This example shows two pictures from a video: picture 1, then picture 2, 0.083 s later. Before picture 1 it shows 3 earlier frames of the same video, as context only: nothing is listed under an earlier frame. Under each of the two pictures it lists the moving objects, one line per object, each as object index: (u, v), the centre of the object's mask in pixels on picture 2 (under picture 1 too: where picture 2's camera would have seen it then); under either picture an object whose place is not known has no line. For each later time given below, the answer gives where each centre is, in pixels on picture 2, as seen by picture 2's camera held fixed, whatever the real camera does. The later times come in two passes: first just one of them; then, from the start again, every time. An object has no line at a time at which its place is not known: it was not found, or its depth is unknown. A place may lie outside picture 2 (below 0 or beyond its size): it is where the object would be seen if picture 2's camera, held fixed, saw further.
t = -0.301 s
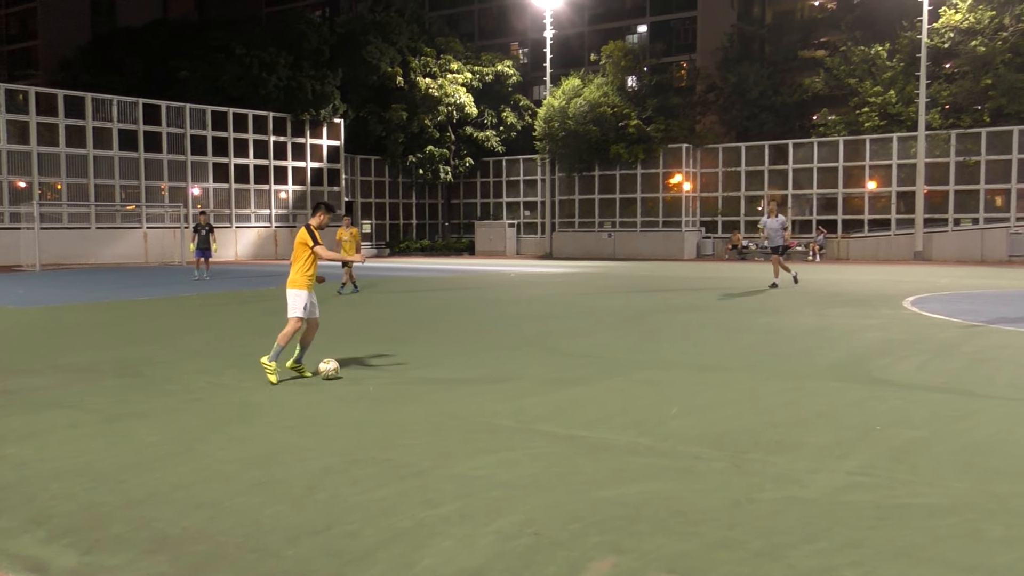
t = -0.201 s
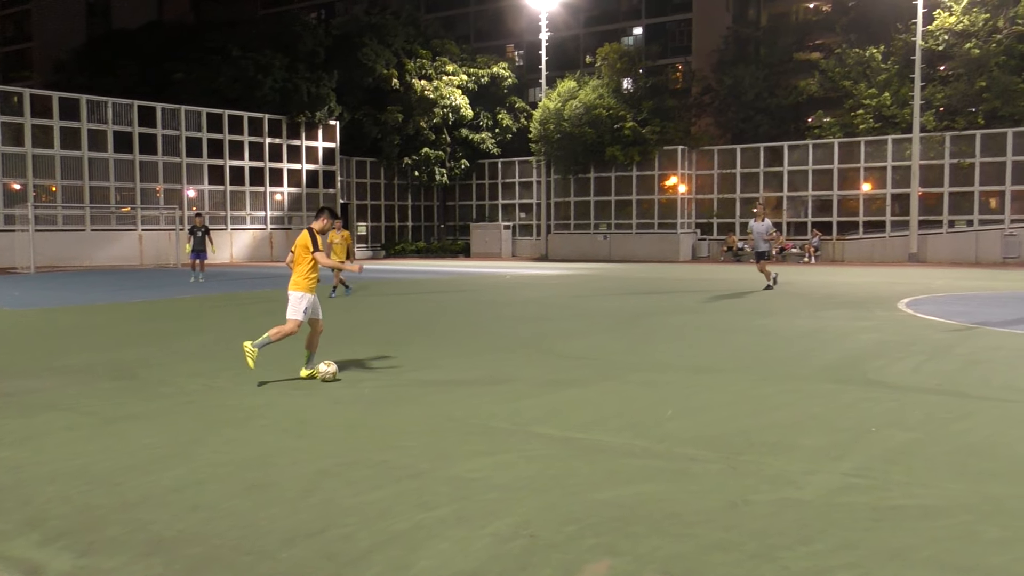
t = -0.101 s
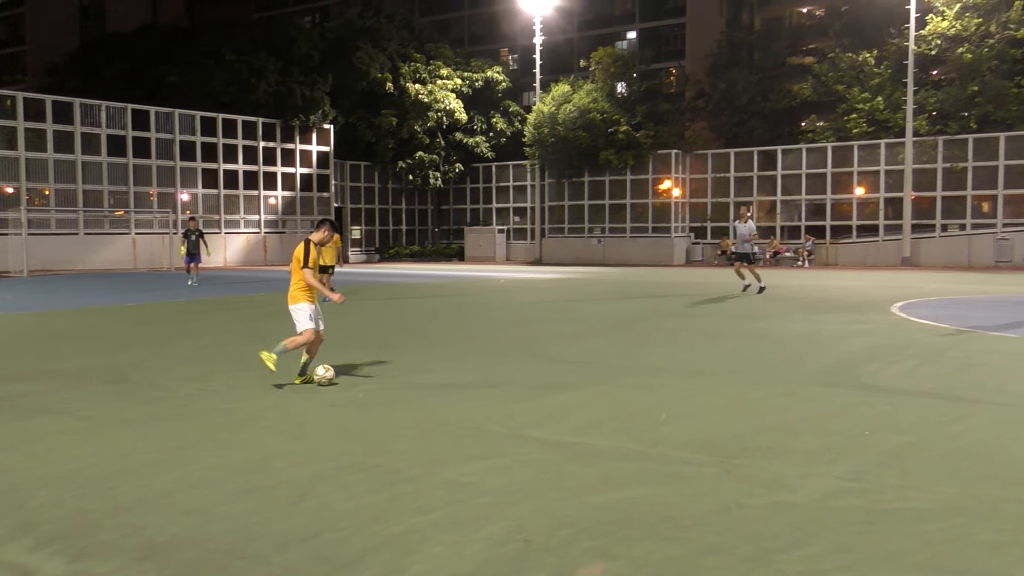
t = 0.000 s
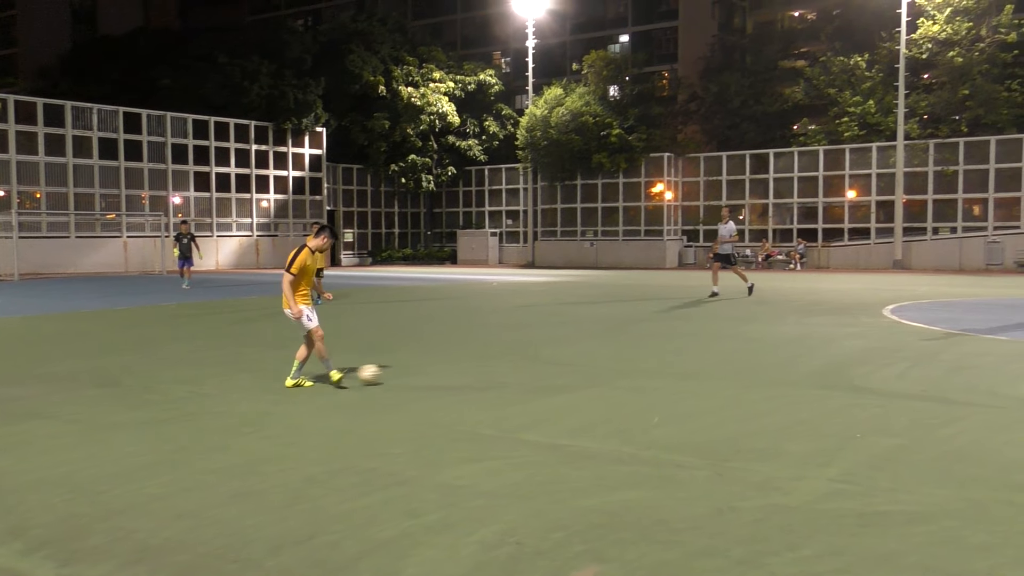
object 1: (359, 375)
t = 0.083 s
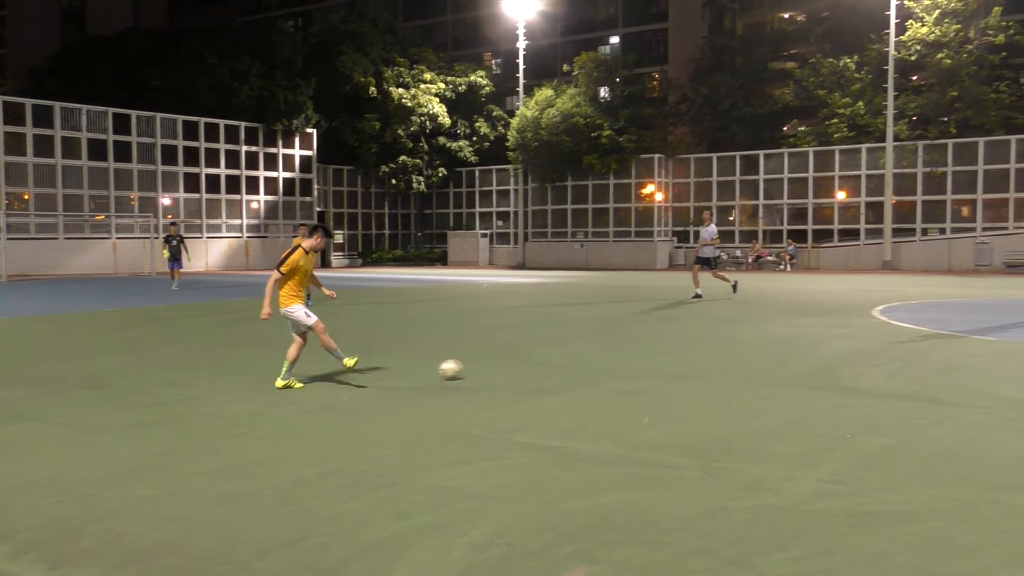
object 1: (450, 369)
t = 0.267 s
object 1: (612, 358)
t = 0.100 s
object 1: (468, 368)
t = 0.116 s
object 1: (484, 367)
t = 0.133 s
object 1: (500, 366)
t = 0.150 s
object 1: (515, 365)
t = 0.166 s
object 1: (530, 364)
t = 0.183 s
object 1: (544, 362)
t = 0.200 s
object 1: (559, 361)
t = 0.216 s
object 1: (573, 360)
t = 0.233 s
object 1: (586, 360)
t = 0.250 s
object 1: (599, 359)
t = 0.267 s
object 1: (612, 358)
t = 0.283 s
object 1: (623, 356)
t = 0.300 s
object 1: (636, 355)
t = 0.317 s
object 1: (648, 354)
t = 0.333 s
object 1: (659, 353)
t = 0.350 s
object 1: (670, 353)
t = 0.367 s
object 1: (681, 352)
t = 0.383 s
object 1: (692, 351)
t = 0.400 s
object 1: (701, 350)
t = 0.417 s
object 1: (711, 349)
